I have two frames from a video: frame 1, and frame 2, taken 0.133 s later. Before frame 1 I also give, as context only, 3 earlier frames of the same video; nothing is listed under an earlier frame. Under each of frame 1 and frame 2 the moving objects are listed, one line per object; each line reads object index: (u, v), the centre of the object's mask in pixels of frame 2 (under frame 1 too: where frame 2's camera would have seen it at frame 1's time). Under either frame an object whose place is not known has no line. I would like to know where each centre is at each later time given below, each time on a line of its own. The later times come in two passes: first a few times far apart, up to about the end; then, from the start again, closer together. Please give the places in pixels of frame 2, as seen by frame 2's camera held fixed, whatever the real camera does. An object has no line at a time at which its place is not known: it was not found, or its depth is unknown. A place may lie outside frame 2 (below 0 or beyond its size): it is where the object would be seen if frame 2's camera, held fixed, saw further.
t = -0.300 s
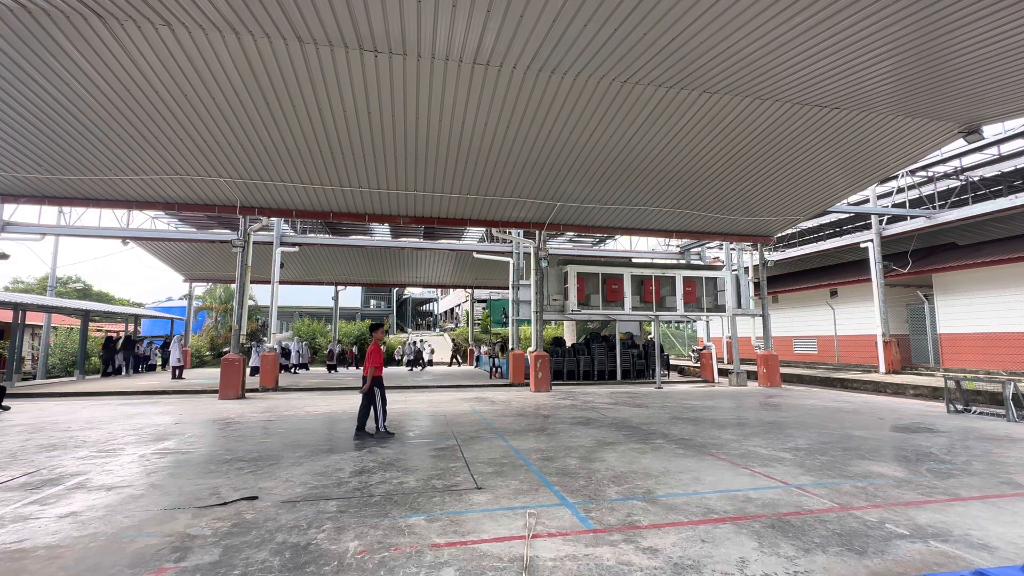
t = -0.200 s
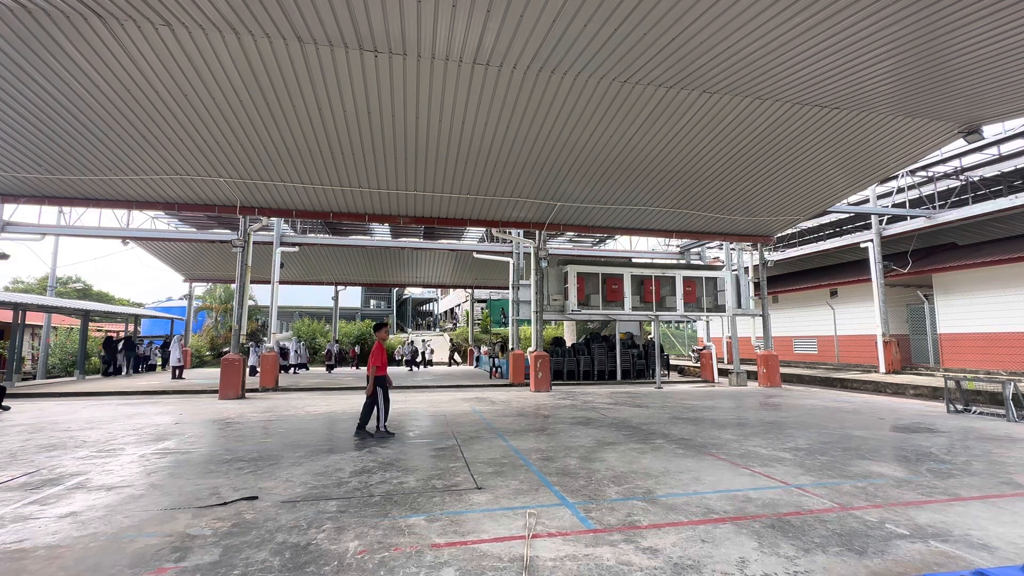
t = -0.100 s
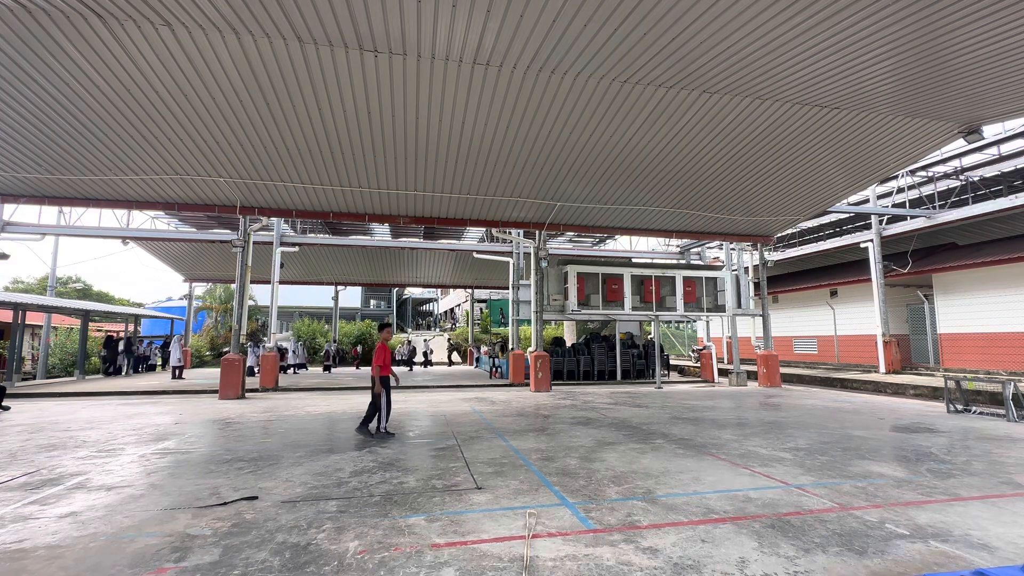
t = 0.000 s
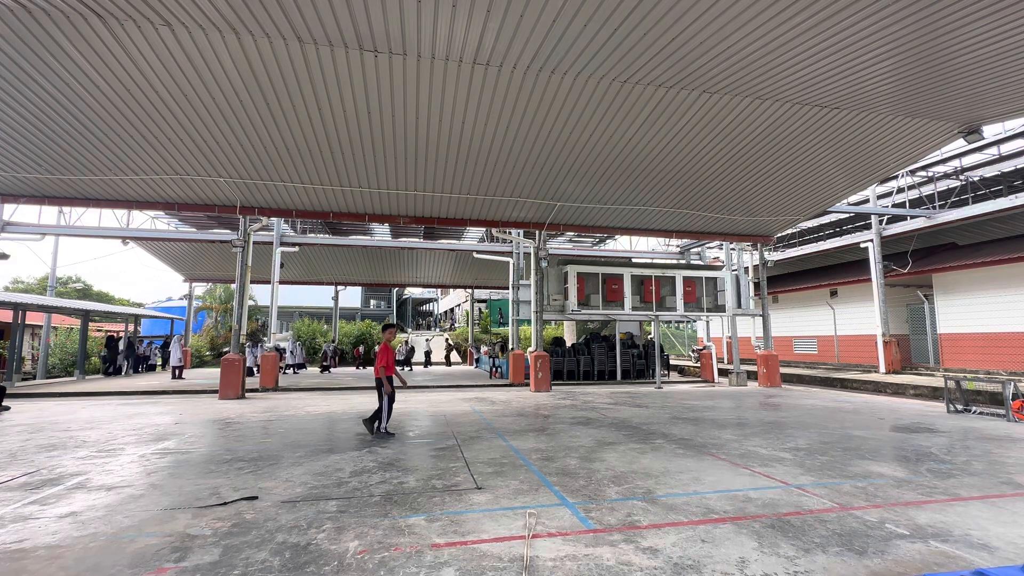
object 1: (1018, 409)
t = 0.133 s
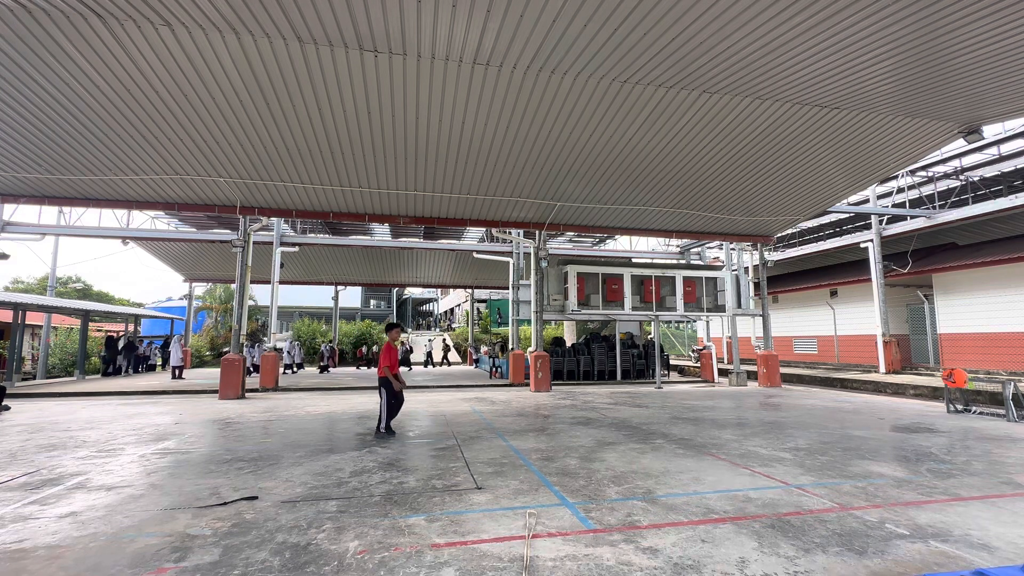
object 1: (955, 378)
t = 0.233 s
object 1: (907, 366)
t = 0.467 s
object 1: (802, 378)
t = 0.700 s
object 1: (709, 440)
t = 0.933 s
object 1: (613, 395)
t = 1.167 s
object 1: (526, 391)
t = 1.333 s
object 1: (469, 416)
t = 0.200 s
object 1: (923, 369)
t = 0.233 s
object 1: (907, 366)
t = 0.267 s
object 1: (891, 365)
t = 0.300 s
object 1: (877, 365)
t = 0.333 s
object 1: (860, 365)
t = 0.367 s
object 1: (845, 367)
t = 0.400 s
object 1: (830, 369)
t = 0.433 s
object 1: (816, 373)
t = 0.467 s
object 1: (802, 378)
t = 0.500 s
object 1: (789, 384)
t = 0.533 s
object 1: (774, 391)
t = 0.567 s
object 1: (761, 398)
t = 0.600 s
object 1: (747, 407)
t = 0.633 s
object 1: (733, 416)
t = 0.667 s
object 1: (721, 428)
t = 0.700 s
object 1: (709, 440)
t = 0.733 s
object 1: (694, 441)
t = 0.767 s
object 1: (680, 430)
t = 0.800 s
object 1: (667, 421)
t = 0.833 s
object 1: (653, 413)
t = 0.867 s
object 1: (640, 406)
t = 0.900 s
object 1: (627, 400)
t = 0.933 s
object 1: (613, 395)
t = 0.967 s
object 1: (601, 392)
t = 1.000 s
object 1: (588, 389)
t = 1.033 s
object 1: (576, 387)
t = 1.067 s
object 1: (563, 387)
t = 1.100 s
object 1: (551, 387)
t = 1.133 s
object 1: (538, 388)
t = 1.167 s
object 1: (526, 391)
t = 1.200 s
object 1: (515, 394)
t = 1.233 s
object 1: (503, 399)
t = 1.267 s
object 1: (492, 403)
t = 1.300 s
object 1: (481, 409)
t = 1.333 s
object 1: (469, 416)
